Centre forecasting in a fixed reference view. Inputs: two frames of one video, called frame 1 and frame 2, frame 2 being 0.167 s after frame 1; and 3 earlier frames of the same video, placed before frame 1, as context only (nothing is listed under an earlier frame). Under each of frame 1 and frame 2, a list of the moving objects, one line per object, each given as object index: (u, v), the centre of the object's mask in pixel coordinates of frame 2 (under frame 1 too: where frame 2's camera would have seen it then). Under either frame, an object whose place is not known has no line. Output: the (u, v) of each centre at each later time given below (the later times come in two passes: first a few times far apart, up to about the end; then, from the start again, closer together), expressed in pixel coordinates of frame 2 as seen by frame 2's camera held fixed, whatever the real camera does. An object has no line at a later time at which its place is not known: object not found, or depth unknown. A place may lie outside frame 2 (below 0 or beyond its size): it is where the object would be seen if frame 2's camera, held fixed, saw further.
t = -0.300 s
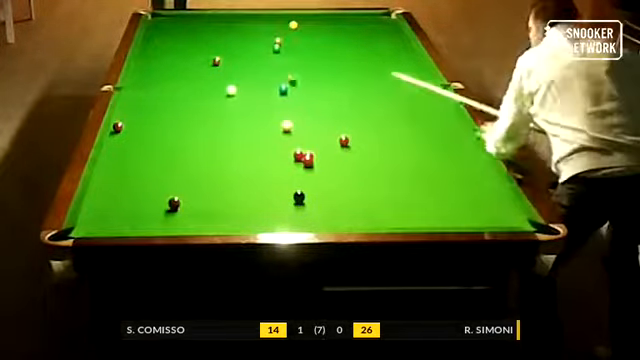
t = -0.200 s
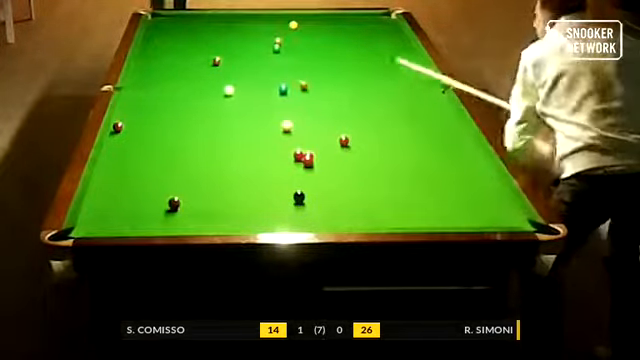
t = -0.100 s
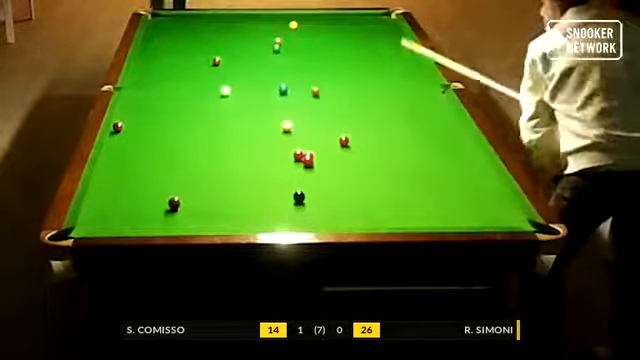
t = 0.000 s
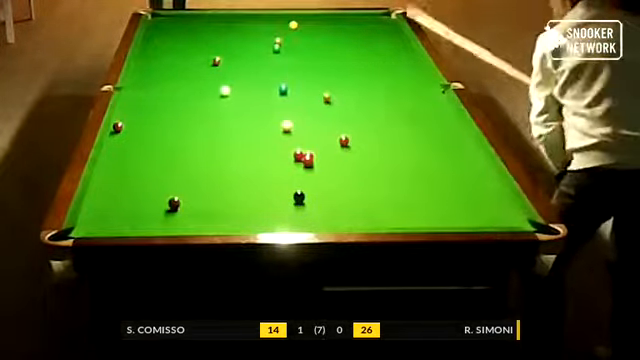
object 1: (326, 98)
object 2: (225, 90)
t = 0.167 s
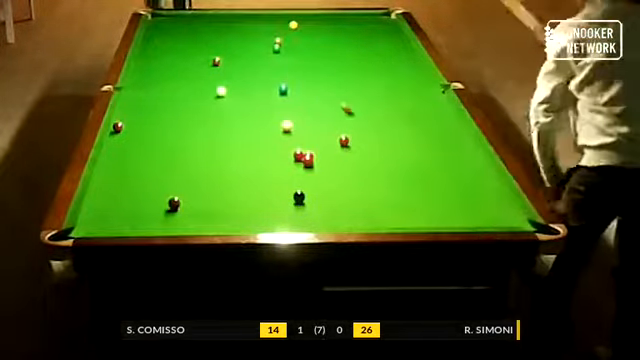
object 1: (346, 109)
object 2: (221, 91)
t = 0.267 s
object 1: (361, 116)
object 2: (219, 91)
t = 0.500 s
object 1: (391, 132)
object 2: (215, 91)
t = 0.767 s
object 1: (430, 152)
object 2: (212, 92)
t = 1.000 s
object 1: (465, 170)
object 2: (211, 92)
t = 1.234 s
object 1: (498, 193)
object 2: (211, 92)
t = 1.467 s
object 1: (494, 212)
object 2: (211, 92)
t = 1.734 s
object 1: (478, 219)
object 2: (211, 92)
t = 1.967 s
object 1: (453, 209)
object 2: (211, 92)
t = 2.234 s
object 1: (426, 197)
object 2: (211, 92)
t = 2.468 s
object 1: (405, 188)
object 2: (211, 92)
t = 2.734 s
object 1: (382, 179)
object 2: (211, 92)
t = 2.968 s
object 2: (211, 92)
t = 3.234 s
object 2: (211, 92)
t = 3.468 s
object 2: (211, 92)
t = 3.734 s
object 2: (211, 92)
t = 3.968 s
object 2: (211, 92)
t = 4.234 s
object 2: (211, 92)
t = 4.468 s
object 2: (211, 92)
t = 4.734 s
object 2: (211, 92)
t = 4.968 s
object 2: (211, 92)
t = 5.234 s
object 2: (211, 92)
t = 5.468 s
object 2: (211, 92)
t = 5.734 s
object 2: (211, 92)
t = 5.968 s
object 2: (212, 92)
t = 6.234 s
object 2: (212, 92)
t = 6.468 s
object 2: (211, 92)
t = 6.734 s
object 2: (212, 92)
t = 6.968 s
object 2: (212, 92)
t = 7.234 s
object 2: (212, 92)
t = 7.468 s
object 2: (212, 92)
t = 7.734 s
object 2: (211, 92)
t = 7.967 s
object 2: (211, 92)
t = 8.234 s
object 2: (211, 92)
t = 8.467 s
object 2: (211, 92)
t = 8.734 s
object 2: (211, 92)
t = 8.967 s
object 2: (211, 92)
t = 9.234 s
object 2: (211, 92)
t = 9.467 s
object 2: (211, 92)
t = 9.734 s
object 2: (211, 92)
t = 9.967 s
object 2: (211, 92)
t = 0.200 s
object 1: (352, 112)
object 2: (220, 91)
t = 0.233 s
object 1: (356, 114)
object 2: (219, 91)
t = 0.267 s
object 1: (361, 116)
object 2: (219, 91)
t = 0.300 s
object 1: (365, 118)
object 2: (218, 91)
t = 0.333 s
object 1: (369, 120)
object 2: (218, 91)
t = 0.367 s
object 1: (373, 122)
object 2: (218, 91)
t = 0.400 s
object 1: (377, 125)
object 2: (218, 91)
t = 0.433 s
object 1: (382, 127)
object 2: (216, 91)
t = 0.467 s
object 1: (386, 129)
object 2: (216, 91)
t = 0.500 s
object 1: (391, 132)
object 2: (215, 91)
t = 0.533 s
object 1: (396, 134)
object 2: (215, 91)
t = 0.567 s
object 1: (401, 137)
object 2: (214, 91)
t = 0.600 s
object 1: (406, 139)
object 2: (214, 91)
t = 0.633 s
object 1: (410, 142)
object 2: (214, 92)
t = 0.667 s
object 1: (415, 144)
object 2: (214, 92)
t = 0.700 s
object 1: (419, 146)
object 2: (214, 92)
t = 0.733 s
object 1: (424, 149)
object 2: (212, 92)
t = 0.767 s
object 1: (430, 152)
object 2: (212, 92)
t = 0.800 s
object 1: (435, 154)
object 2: (212, 91)
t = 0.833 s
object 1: (439, 157)
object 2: (212, 92)
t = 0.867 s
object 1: (445, 159)
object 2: (212, 92)
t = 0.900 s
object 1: (450, 162)
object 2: (211, 92)
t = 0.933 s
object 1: (455, 165)
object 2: (212, 92)
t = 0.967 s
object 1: (460, 168)
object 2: (211, 92)
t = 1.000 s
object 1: (465, 170)
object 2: (211, 92)
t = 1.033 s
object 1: (471, 173)
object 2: (211, 92)
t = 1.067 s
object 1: (476, 176)
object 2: (211, 92)
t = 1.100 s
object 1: (481, 179)
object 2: (211, 92)
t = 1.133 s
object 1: (486, 181)
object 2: (211, 92)
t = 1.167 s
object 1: (492, 184)
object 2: (211, 92)
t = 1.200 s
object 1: (498, 187)
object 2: (211, 92)
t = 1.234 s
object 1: (498, 193)
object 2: (211, 92)
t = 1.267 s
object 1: (497, 196)
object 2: (211, 92)
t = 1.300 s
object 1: (497, 199)
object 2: (211, 92)
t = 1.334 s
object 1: (496, 201)
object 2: (211, 92)
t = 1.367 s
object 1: (496, 204)
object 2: (211, 92)
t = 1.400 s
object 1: (495, 206)
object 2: (211, 92)
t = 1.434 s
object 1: (495, 209)
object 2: (211, 92)
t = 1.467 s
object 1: (494, 212)
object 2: (211, 92)
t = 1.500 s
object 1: (493, 214)
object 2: (211, 92)
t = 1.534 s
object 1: (493, 217)
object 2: (211, 92)
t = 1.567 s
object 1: (492, 219)
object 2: (211, 92)
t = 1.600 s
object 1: (491, 221)
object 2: (211, 92)
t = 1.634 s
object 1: (491, 222)
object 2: (211, 92)
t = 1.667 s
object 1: (487, 222)
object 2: (211, 92)
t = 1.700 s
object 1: (482, 220)
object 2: (211, 92)
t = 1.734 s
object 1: (478, 219)
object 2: (211, 92)
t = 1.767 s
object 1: (476, 219)
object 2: (211, 92)
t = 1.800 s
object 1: (473, 218)
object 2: (211, 92)
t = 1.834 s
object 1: (468, 216)
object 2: (211, 92)
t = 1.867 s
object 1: (464, 214)
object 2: (211, 92)
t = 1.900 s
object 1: (460, 213)
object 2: (211, 92)
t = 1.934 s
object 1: (457, 211)
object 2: (211, 92)
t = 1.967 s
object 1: (453, 209)
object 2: (211, 92)
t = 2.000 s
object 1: (450, 208)
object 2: (211, 92)
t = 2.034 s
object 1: (446, 206)
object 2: (211, 92)
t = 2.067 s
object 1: (443, 205)
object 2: (211, 92)
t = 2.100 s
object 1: (440, 203)
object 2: (211, 92)
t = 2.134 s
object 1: (436, 202)
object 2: (211, 92)
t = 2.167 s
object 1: (433, 200)
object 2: (211, 92)
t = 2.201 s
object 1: (430, 199)
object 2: (211, 92)
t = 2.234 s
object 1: (426, 197)
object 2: (211, 92)
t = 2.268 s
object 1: (423, 196)
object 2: (211, 92)
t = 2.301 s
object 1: (420, 195)
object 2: (211, 92)
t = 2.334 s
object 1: (417, 193)
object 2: (211, 92)
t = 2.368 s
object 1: (414, 192)
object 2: (211, 92)
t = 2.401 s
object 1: (411, 191)
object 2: (211, 92)
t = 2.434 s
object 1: (408, 189)
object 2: (211, 92)
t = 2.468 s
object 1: (405, 188)
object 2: (211, 92)
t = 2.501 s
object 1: (402, 187)
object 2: (211, 92)
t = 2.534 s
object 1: (399, 186)
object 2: (211, 92)
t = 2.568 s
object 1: (396, 184)
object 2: (211, 92)
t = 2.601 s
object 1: (393, 183)
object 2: (211, 92)
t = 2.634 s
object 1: (391, 182)
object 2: (211, 92)
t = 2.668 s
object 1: (388, 181)
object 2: (211, 92)
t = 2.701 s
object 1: (385, 179)
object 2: (211, 92)
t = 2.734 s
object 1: (382, 179)
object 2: (211, 92)
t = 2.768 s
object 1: (380, 178)
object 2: (211, 92)
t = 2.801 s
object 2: (211, 92)
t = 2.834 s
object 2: (211, 92)
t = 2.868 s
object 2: (211, 92)
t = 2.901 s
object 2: (211, 92)
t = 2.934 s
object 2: (211, 92)
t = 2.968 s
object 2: (211, 92)
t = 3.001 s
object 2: (211, 92)
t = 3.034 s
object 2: (211, 92)
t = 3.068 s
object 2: (211, 92)
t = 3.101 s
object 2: (211, 92)
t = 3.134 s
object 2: (211, 92)
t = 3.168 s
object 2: (211, 92)
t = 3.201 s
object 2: (211, 92)
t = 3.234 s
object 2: (211, 92)
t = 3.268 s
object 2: (211, 92)
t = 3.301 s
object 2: (211, 92)
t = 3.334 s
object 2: (211, 92)
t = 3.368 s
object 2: (211, 92)
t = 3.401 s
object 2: (211, 92)
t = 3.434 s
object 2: (211, 92)
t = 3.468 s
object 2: (211, 92)
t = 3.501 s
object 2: (211, 92)
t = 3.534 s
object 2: (211, 92)
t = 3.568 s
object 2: (211, 92)
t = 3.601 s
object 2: (211, 92)
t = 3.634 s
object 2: (211, 92)
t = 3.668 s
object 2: (211, 92)
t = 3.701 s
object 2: (211, 92)
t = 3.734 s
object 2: (211, 92)
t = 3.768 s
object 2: (211, 92)
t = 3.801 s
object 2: (211, 92)
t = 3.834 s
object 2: (211, 92)
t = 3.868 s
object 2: (211, 92)
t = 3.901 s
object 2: (211, 92)
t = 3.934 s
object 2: (211, 92)
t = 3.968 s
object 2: (211, 92)
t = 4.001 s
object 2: (211, 92)
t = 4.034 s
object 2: (211, 92)
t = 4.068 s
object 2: (211, 92)
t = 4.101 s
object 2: (211, 92)
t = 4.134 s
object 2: (211, 92)
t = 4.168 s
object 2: (211, 92)
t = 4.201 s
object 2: (211, 92)
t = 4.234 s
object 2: (211, 92)
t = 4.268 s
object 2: (211, 92)
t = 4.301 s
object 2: (211, 92)
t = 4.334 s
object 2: (211, 92)
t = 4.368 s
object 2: (211, 92)
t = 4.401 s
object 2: (211, 92)
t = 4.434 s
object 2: (211, 92)
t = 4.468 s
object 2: (211, 92)
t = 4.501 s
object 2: (211, 92)
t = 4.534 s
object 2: (211, 92)
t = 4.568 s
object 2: (211, 92)
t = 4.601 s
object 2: (211, 92)
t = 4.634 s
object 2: (211, 92)
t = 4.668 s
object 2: (211, 92)
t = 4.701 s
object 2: (211, 92)
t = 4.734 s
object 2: (211, 92)
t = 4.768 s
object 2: (211, 92)
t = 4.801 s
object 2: (211, 92)
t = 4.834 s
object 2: (211, 92)
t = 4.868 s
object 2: (211, 92)
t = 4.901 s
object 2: (211, 92)
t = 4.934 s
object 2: (211, 92)
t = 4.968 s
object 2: (211, 92)
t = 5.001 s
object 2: (211, 92)
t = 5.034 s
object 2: (211, 92)
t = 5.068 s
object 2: (211, 92)
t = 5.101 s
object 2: (211, 92)
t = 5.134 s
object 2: (211, 92)
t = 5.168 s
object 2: (211, 92)
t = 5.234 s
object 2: (211, 92)
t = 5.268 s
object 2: (211, 92)
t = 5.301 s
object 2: (211, 92)
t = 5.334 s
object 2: (211, 92)
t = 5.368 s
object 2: (211, 92)
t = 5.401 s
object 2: (211, 92)
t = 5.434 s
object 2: (211, 92)
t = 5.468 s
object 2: (211, 92)
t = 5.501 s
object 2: (211, 92)
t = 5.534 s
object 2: (211, 92)
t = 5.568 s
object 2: (211, 92)
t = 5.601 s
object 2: (211, 92)
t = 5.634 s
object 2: (211, 92)
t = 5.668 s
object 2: (211, 92)
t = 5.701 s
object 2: (212, 92)
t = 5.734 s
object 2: (211, 92)
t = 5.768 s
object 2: (211, 92)
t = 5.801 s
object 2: (211, 92)
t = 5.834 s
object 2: (212, 92)
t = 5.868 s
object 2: (211, 92)
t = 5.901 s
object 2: (211, 92)
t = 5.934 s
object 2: (211, 92)
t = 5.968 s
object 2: (212, 92)
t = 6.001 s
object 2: (211, 92)
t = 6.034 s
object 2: (211, 92)
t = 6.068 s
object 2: (212, 92)
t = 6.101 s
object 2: (211, 92)
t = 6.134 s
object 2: (211, 92)
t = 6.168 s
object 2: (211, 92)
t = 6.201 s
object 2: (211, 92)
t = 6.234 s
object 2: (212, 92)
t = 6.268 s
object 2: (212, 92)
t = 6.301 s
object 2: (211, 92)
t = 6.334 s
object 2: (211, 92)
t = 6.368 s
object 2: (212, 92)
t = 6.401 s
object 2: (211, 92)
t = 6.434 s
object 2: (211, 92)
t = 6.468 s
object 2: (211, 92)
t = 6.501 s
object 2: (211, 92)
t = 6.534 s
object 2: (211, 92)
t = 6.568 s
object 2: (211, 92)
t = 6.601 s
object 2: (211, 92)
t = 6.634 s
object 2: (211, 92)
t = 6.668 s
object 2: (211, 92)
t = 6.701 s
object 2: (212, 92)
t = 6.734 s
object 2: (212, 92)
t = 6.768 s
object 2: (211, 92)
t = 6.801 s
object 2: (212, 92)
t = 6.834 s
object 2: (212, 92)
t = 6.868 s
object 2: (211, 92)
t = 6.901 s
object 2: (211, 92)
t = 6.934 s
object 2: (211, 92)
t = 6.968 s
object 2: (212, 92)
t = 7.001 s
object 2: (211, 92)
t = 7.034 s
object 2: (211, 92)
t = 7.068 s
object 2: (212, 92)
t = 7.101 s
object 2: (211, 92)
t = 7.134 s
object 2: (211, 92)
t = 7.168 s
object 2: (211, 92)
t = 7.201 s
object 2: (211, 92)
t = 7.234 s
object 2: (212, 92)
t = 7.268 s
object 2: (212, 92)
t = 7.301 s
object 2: (212, 92)
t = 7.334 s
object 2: (212, 92)
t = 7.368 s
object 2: (211, 92)
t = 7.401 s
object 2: (211, 92)
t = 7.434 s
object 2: (211, 92)
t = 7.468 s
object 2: (212, 92)
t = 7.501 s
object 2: (212, 92)
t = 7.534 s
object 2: (212, 92)
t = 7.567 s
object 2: (212, 92)
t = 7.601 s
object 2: (211, 92)
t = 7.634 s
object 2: (211, 92)
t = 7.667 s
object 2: (211, 92)
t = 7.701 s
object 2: (211, 92)
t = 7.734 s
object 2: (211, 92)
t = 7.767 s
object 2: (211, 92)
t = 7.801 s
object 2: (211, 92)
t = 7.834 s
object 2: (211, 92)
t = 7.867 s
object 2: (211, 92)
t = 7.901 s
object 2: (211, 92)
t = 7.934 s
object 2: (211, 92)
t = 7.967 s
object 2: (211, 92)
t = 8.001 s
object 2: (211, 92)
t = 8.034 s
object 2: (211, 92)
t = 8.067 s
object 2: (211, 92)
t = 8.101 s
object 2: (211, 92)
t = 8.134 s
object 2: (211, 92)
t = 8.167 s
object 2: (211, 92)
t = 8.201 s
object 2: (211, 92)
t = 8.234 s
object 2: (211, 92)
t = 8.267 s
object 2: (211, 92)
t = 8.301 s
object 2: (211, 92)
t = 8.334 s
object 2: (211, 92)
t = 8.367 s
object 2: (211, 92)
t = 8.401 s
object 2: (211, 92)
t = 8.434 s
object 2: (211, 92)
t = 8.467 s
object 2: (211, 92)
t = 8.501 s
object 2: (211, 92)
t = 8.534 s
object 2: (211, 92)
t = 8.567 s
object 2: (211, 92)
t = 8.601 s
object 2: (211, 92)
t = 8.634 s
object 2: (211, 92)
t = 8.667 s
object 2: (211, 92)
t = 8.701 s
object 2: (211, 92)
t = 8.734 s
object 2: (211, 92)
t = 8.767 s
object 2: (211, 92)
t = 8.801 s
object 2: (211, 92)
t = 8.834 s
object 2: (211, 92)
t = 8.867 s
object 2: (211, 92)
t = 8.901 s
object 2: (211, 92)
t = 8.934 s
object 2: (211, 92)
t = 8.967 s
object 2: (211, 92)
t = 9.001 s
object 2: (211, 92)
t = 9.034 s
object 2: (211, 92)
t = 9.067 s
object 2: (211, 92)
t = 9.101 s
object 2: (211, 92)
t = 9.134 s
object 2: (211, 92)
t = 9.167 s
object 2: (211, 92)
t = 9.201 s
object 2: (211, 92)
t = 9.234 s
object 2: (211, 92)
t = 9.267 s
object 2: (211, 92)
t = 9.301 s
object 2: (211, 92)
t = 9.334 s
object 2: (211, 92)
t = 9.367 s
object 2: (211, 92)
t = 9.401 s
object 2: (211, 92)
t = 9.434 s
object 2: (211, 92)
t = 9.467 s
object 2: (211, 92)
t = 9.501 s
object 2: (211, 92)
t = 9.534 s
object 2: (211, 92)
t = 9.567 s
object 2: (211, 92)
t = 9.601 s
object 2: (211, 92)
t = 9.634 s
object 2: (211, 92)
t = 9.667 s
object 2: (211, 92)
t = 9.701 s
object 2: (211, 92)
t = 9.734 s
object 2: (211, 92)
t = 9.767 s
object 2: (211, 92)
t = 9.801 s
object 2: (211, 92)
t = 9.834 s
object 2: (211, 92)
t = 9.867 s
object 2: (211, 92)
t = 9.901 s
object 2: (211, 92)
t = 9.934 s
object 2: (211, 92)
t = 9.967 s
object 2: (211, 92)
